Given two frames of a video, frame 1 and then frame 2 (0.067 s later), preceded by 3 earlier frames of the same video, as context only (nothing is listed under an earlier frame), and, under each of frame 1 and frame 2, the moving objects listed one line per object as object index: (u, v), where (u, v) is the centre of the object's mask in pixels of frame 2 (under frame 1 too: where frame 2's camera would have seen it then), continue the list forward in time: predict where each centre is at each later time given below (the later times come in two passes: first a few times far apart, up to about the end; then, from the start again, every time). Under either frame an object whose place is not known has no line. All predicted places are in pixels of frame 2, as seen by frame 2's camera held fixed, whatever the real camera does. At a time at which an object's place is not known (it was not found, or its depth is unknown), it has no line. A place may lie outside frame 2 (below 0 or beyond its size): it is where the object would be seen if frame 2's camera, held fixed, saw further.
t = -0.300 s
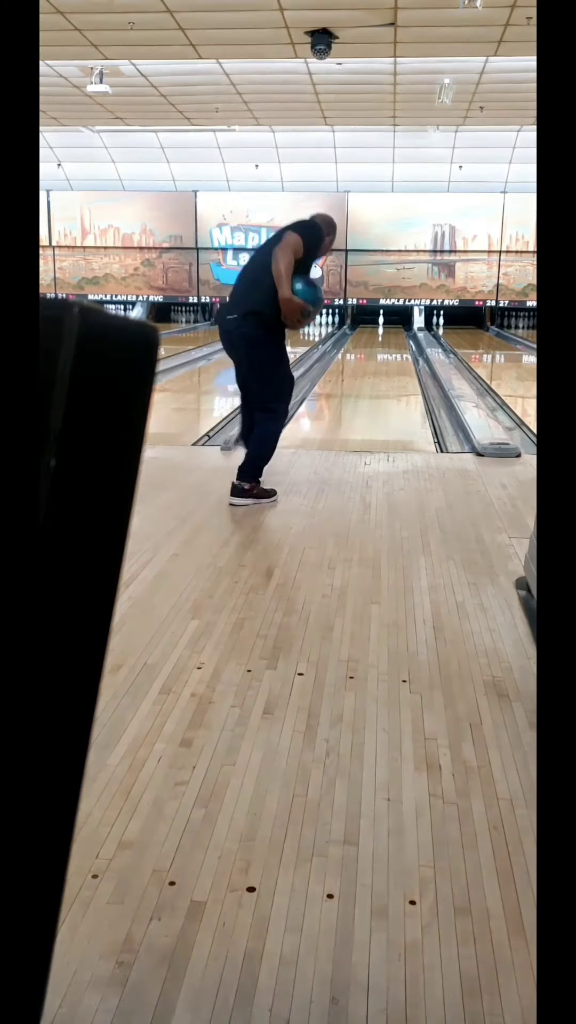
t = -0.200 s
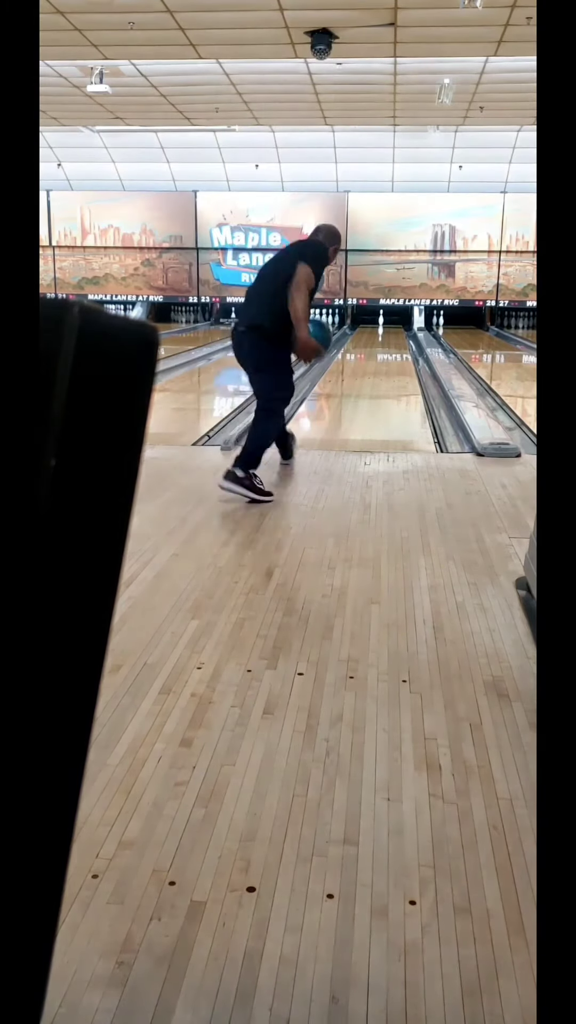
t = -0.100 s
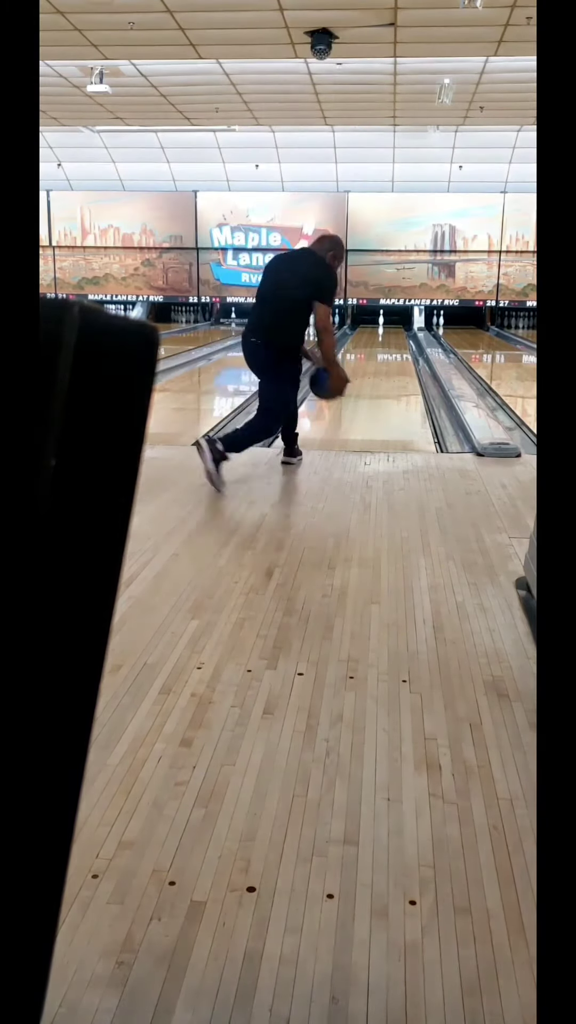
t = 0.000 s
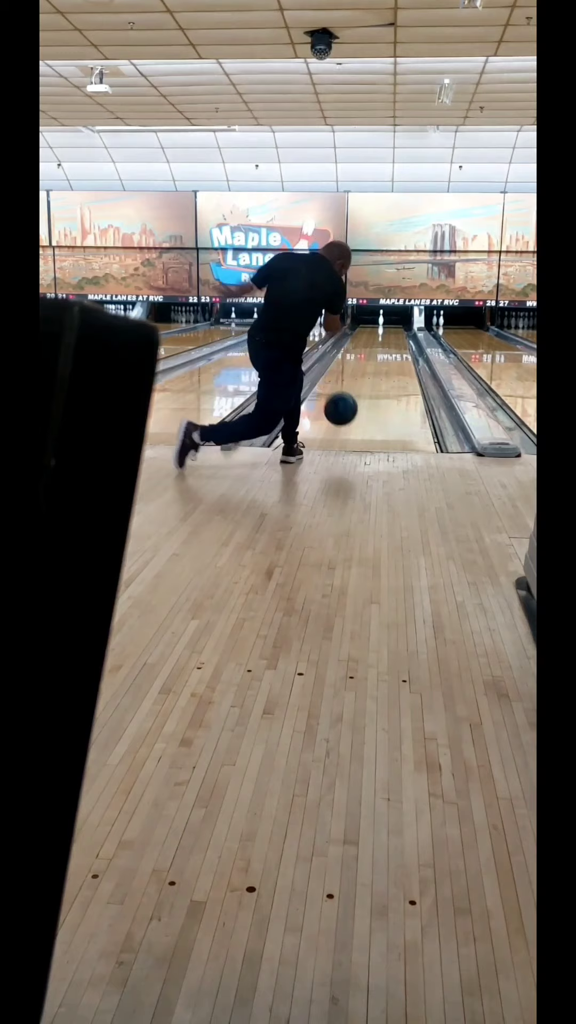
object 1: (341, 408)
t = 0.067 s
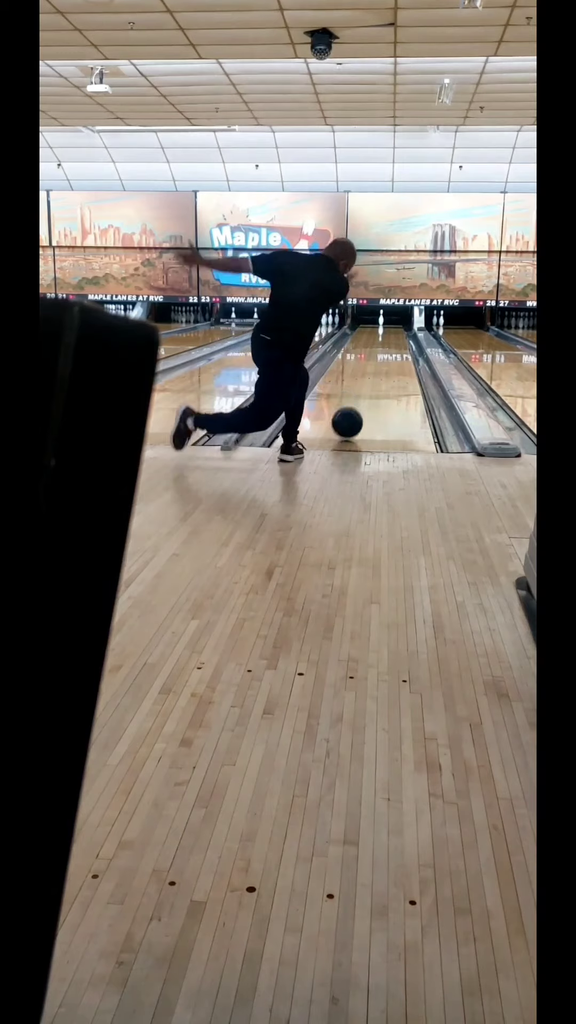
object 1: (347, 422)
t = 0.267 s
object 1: (361, 400)
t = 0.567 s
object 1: (374, 377)
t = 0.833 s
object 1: (382, 363)
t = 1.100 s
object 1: (386, 353)
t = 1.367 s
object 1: (389, 345)
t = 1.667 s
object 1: (390, 339)
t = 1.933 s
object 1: (390, 334)
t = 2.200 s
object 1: (389, 329)
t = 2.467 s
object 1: (385, 326)
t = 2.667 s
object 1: (382, 324)
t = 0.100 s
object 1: (350, 415)
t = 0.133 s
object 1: (352, 409)
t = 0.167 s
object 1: (355, 405)
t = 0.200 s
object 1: (357, 403)
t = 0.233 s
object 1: (359, 403)
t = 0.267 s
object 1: (361, 400)
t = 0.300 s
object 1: (363, 397)
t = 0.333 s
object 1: (365, 394)
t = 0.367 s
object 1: (366, 391)
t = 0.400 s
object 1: (368, 389)
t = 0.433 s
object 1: (369, 386)
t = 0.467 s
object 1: (371, 383)
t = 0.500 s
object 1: (372, 381)
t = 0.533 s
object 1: (373, 379)
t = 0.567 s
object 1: (374, 377)
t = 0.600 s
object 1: (376, 375)
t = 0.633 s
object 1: (377, 373)
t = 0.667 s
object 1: (377, 371)
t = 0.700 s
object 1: (378, 369)
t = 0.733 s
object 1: (379, 368)
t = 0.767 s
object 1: (380, 366)
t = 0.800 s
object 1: (381, 365)
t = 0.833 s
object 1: (382, 363)
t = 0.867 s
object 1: (382, 362)
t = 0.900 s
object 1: (383, 361)
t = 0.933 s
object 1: (384, 359)
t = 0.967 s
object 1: (384, 358)
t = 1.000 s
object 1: (385, 357)
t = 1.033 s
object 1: (386, 355)
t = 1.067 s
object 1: (386, 354)
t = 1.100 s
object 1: (386, 353)
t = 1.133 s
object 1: (387, 352)
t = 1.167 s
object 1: (387, 351)
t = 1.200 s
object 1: (388, 350)
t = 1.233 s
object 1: (388, 349)
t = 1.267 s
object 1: (389, 348)
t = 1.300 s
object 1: (389, 347)
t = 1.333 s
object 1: (389, 346)
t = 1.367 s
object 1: (389, 345)
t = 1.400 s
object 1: (390, 345)
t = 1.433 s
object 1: (390, 344)
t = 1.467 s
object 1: (390, 343)
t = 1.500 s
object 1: (390, 342)
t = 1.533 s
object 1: (390, 341)
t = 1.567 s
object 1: (390, 340)
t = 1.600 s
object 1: (391, 340)
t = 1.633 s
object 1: (391, 339)
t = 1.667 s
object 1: (390, 339)
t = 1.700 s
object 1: (391, 338)
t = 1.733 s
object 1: (391, 337)
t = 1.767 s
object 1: (391, 336)
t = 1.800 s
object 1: (391, 336)
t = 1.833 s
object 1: (391, 336)
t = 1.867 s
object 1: (391, 335)
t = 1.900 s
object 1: (390, 334)
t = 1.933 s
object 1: (390, 334)
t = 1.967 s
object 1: (390, 333)
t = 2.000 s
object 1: (390, 333)
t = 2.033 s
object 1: (390, 332)
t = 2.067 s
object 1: (390, 331)
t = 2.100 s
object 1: (390, 331)
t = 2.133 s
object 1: (389, 330)
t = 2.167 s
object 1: (389, 330)
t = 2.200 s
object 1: (389, 329)
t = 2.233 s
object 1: (388, 329)
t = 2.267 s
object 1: (388, 329)
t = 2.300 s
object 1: (387, 328)
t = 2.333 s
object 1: (387, 328)
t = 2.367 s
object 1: (386, 327)
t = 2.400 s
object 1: (386, 327)
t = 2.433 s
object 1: (386, 327)
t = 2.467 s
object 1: (385, 326)
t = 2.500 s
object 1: (384, 326)
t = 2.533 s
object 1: (384, 326)
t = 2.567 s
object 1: (383, 325)
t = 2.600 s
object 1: (383, 325)
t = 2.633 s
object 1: (382, 325)
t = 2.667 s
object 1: (382, 324)
